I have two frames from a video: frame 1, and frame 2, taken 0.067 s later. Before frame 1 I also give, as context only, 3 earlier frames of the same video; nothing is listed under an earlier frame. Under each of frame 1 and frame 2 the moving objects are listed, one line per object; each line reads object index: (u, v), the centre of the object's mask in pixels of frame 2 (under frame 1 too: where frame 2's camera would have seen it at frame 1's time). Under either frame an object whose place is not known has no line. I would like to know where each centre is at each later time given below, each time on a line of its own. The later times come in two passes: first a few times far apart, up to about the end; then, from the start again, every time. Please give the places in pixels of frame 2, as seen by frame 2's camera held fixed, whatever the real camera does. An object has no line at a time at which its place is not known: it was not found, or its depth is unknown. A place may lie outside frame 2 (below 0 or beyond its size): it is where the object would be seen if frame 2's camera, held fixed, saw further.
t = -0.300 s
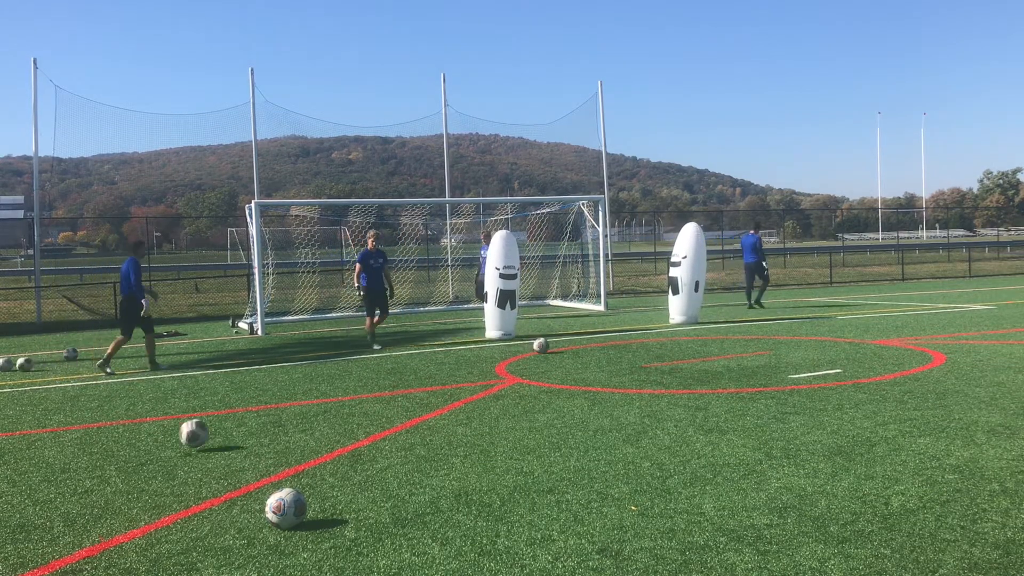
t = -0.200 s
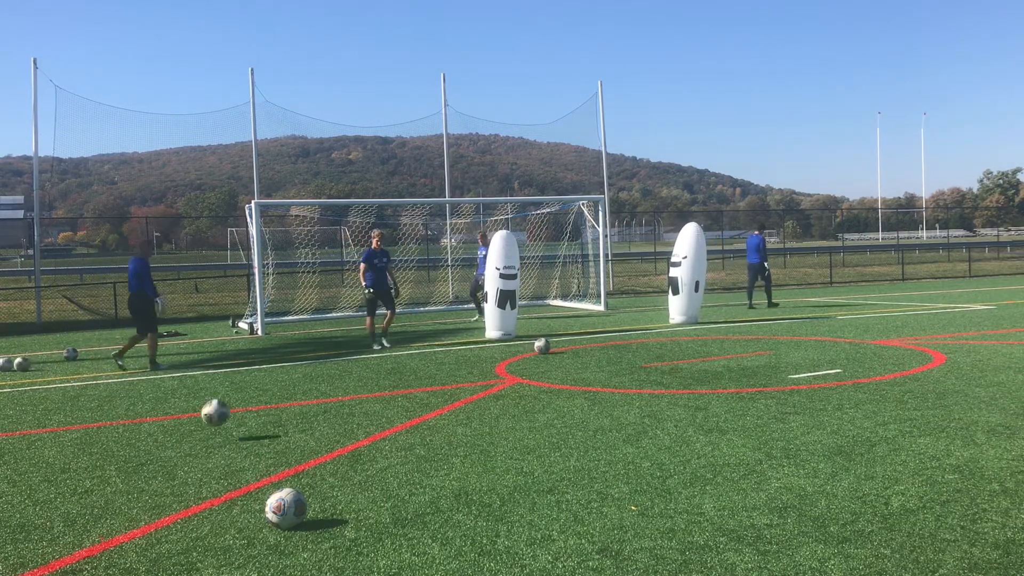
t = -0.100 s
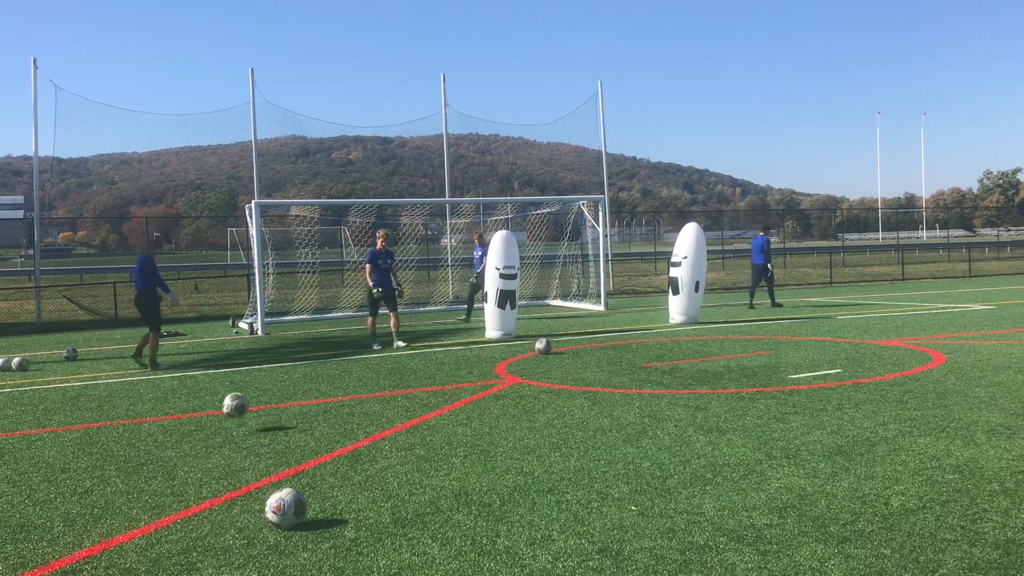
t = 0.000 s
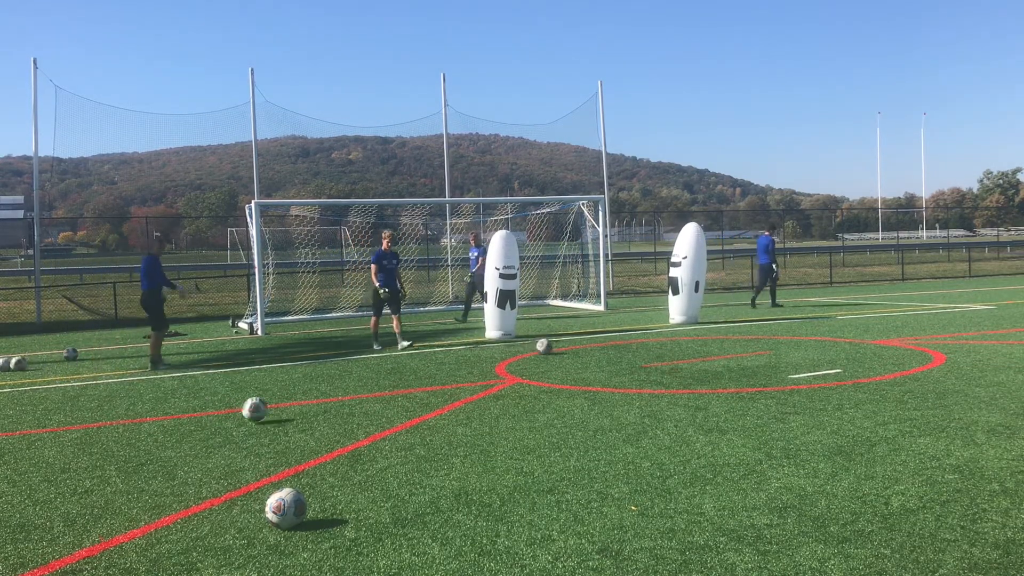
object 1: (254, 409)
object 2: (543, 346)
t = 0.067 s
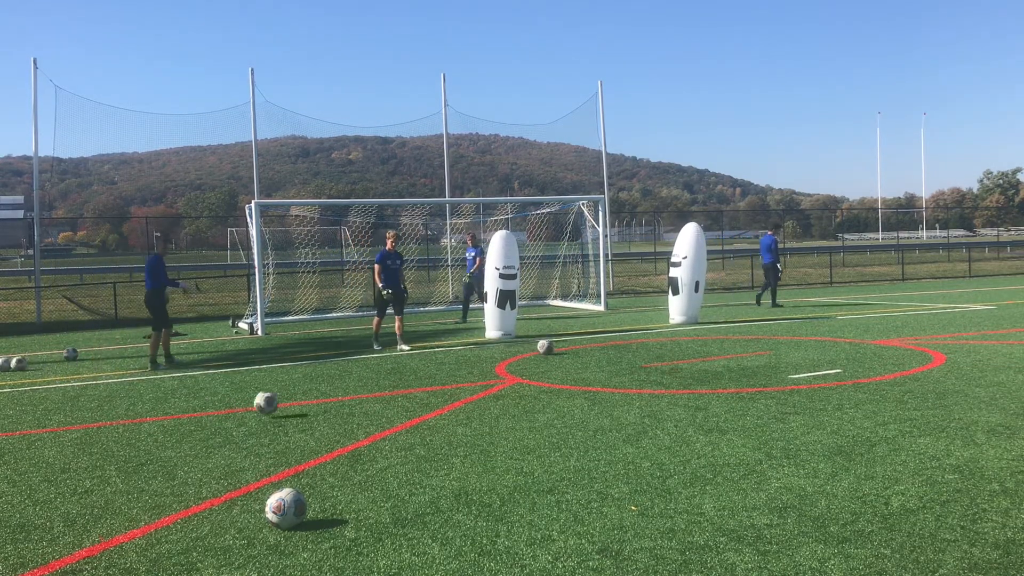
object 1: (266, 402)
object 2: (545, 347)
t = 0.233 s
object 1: (291, 389)
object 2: (547, 348)
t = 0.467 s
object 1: (321, 377)
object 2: (550, 348)
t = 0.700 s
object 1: (344, 369)
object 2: (552, 348)
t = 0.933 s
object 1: (365, 361)
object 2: (552, 348)
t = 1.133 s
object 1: (379, 354)
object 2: (551, 348)
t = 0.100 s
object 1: (271, 397)
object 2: (546, 348)
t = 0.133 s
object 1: (276, 393)
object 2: (546, 348)
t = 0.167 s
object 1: (282, 390)
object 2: (546, 348)
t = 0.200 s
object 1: (286, 389)
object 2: (546, 348)
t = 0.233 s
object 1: (291, 389)
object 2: (547, 348)
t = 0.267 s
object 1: (296, 389)
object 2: (547, 348)
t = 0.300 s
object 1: (302, 390)
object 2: (548, 348)
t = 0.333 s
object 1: (305, 388)
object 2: (549, 348)
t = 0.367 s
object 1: (310, 384)
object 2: (549, 348)
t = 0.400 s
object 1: (314, 381)
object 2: (549, 348)
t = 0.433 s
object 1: (317, 378)
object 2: (550, 348)
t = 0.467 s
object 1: (321, 377)
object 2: (550, 348)
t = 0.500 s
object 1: (324, 377)
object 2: (550, 348)
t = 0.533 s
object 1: (329, 378)
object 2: (550, 348)
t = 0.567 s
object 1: (331, 377)
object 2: (551, 348)
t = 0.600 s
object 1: (335, 373)
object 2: (551, 348)
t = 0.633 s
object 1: (339, 370)
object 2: (551, 348)
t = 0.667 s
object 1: (342, 369)
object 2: (551, 348)
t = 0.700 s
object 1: (344, 369)
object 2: (552, 348)
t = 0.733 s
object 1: (348, 369)
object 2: (552, 348)
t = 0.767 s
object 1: (351, 368)
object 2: (552, 348)
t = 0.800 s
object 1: (354, 365)
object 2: (552, 348)
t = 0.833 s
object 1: (357, 363)
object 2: (552, 348)
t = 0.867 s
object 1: (359, 363)
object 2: (552, 348)
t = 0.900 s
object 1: (362, 363)
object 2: (551, 348)
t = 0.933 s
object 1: (365, 361)
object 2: (552, 348)
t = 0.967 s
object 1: (367, 359)
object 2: (552, 348)
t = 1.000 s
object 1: (369, 357)
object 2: (551, 348)
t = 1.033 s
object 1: (372, 357)
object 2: (551, 348)
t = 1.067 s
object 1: (374, 357)
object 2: (551, 348)
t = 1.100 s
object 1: (376, 356)
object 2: (551, 348)
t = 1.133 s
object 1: (379, 354)
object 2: (551, 348)
